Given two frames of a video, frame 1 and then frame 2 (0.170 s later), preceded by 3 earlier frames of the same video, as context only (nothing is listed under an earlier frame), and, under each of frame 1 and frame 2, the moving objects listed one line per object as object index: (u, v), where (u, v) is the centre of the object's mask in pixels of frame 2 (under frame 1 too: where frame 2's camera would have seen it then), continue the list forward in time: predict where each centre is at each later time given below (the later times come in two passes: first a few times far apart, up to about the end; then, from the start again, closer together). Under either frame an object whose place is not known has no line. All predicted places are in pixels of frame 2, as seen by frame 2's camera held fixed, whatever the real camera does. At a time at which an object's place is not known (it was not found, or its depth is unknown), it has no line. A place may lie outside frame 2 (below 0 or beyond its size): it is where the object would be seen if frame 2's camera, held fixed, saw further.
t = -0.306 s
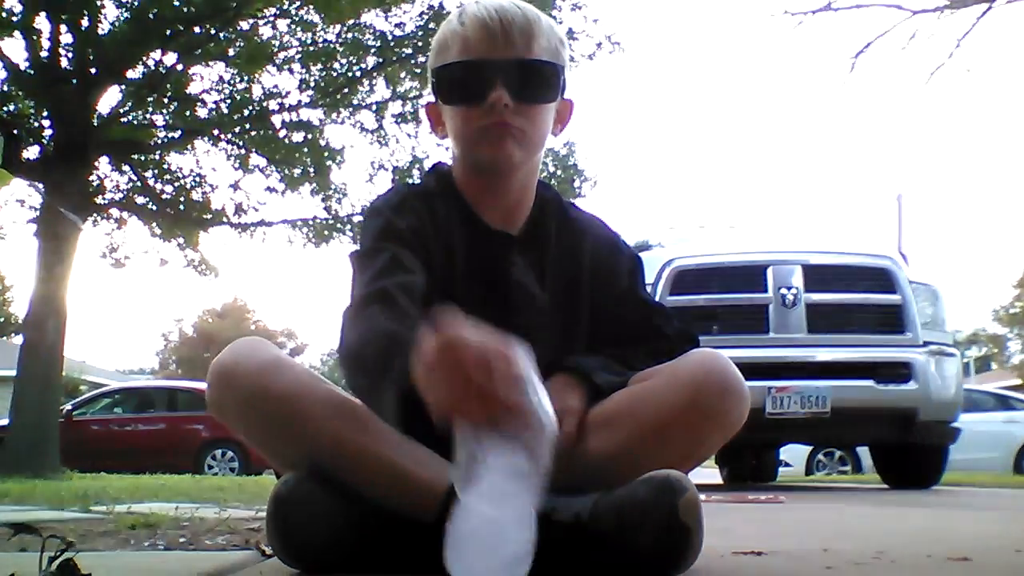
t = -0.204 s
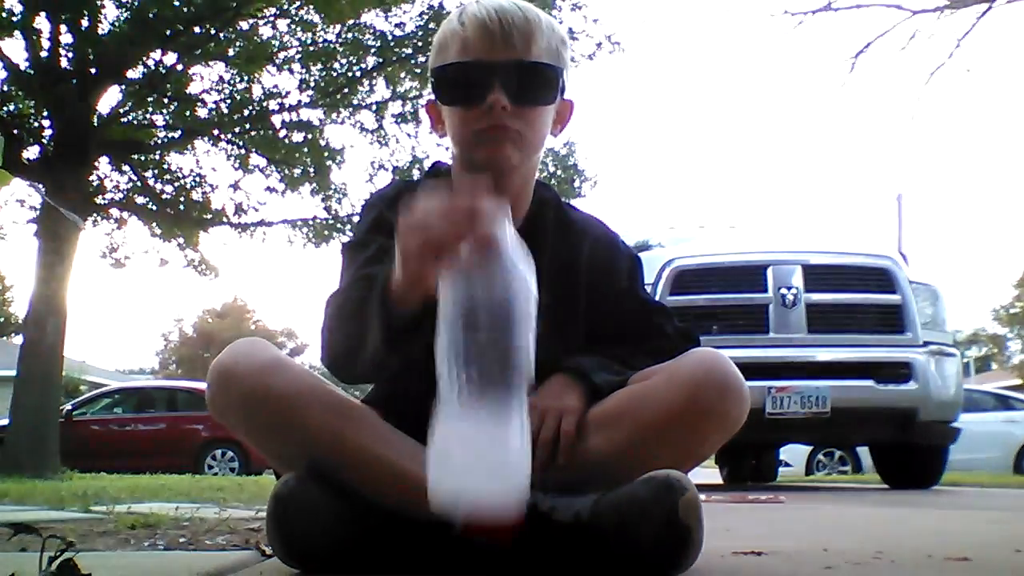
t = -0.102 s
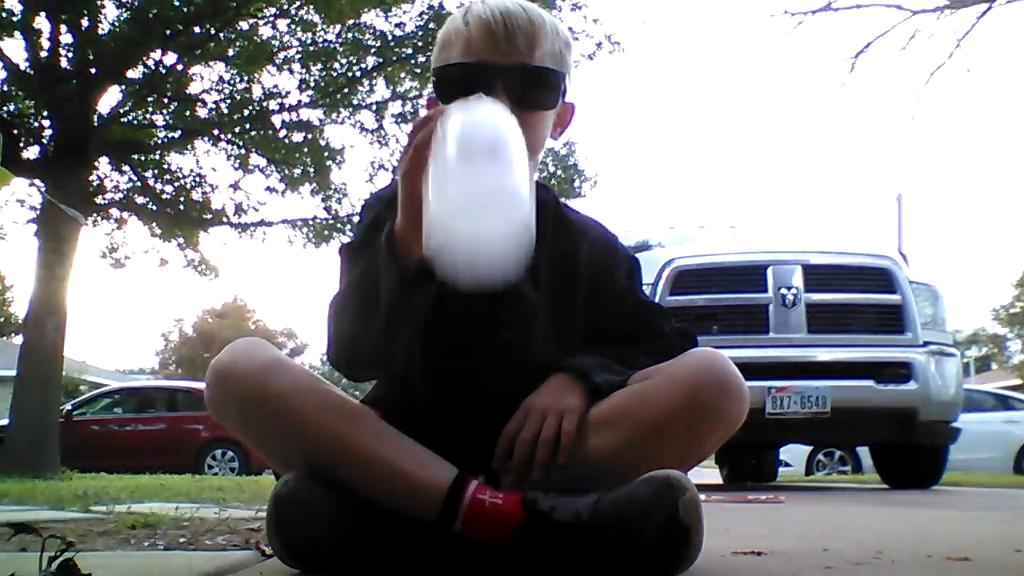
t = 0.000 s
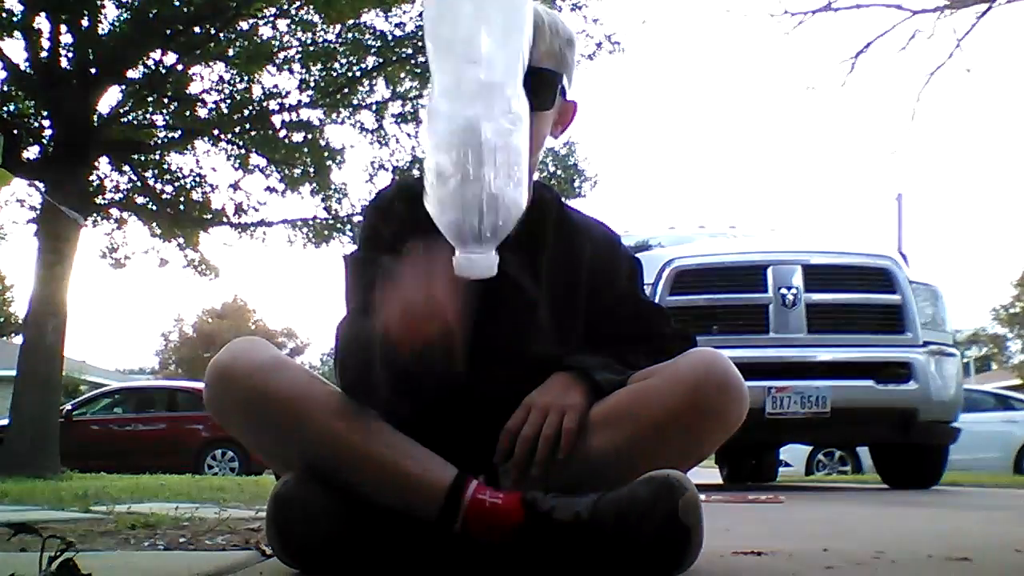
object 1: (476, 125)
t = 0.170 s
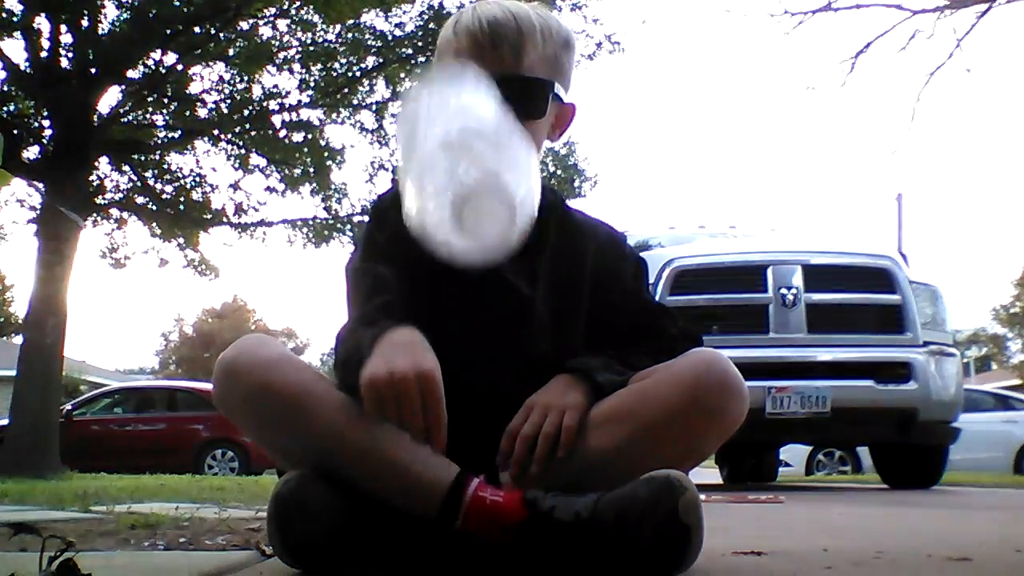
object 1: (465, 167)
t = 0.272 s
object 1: (450, 498)
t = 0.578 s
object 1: (370, 550)
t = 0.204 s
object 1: (462, 252)
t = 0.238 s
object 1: (459, 363)
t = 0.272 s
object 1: (450, 498)
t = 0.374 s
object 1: (413, 550)
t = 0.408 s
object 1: (405, 551)
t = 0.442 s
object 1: (398, 551)
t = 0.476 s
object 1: (386, 550)
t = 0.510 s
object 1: (378, 550)
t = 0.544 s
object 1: (374, 550)
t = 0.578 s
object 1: (370, 550)
